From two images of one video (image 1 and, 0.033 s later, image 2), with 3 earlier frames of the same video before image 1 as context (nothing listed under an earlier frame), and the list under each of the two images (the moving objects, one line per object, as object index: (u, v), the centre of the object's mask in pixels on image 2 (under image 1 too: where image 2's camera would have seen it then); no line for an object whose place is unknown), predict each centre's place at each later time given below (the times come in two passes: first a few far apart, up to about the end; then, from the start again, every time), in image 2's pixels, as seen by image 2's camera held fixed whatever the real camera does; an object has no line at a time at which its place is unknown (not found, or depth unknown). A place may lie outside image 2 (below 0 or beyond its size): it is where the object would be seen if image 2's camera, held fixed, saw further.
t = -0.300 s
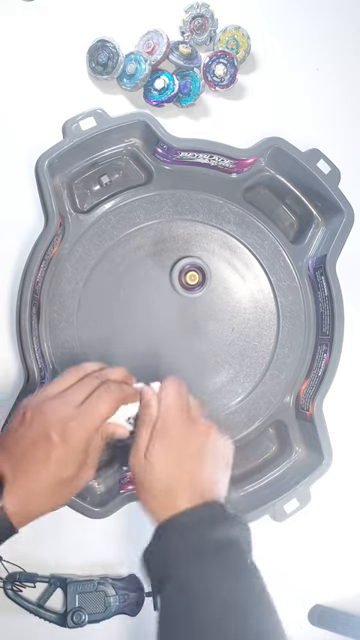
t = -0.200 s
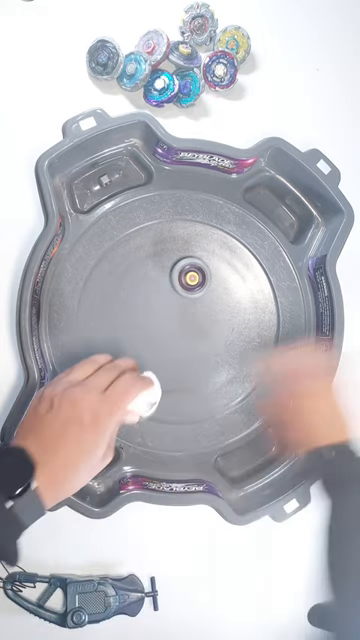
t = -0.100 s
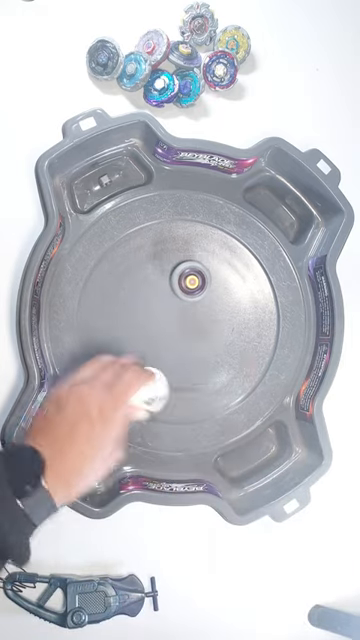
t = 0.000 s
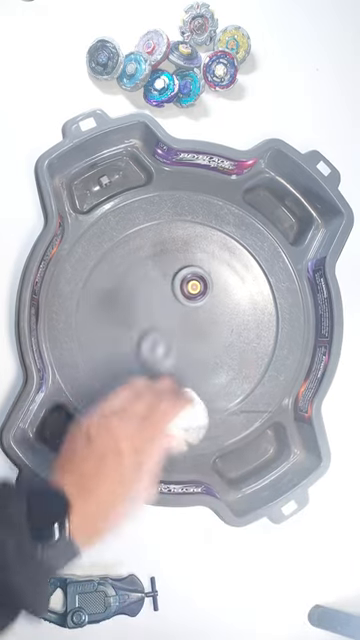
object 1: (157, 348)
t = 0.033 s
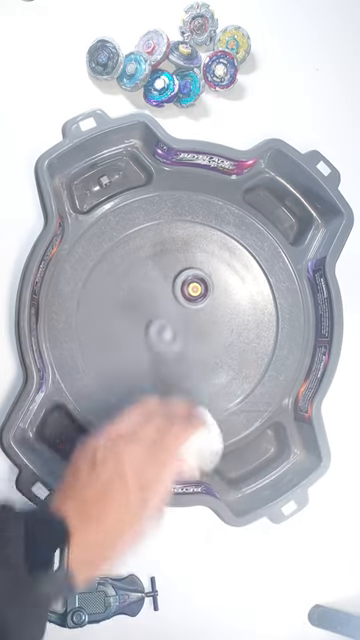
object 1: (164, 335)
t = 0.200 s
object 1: (174, 415)
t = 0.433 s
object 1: (179, 349)
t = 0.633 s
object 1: (270, 345)
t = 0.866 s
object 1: (214, 373)
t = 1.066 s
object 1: (168, 346)
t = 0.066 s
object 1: (174, 334)
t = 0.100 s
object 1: (172, 360)
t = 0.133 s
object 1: (172, 387)
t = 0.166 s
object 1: (173, 404)
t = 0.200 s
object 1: (174, 415)
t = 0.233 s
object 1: (174, 415)
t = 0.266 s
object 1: (173, 410)
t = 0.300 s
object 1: (171, 401)
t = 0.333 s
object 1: (170, 390)
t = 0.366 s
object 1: (171, 375)
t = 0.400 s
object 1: (173, 362)
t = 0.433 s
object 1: (179, 349)
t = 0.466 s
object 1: (188, 336)
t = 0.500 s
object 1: (203, 328)
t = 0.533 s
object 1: (219, 330)
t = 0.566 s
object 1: (238, 333)
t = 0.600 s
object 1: (255, 337)
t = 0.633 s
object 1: (270, 345)
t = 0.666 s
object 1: (270, 353)
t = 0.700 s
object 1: (264, 357)
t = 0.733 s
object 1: (253, 362)
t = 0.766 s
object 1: (245, 366)
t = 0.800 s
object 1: (234, 371)
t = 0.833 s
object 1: (223, 374)
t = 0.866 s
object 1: (214, 373)
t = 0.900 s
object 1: (205, 370)
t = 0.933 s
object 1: (197, 363)
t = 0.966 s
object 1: (190, 353)
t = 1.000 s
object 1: (184, 341)
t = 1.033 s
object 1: (178, 338)
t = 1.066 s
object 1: (168, 346)
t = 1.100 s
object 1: (159, 353)
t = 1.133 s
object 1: (151, 355)
